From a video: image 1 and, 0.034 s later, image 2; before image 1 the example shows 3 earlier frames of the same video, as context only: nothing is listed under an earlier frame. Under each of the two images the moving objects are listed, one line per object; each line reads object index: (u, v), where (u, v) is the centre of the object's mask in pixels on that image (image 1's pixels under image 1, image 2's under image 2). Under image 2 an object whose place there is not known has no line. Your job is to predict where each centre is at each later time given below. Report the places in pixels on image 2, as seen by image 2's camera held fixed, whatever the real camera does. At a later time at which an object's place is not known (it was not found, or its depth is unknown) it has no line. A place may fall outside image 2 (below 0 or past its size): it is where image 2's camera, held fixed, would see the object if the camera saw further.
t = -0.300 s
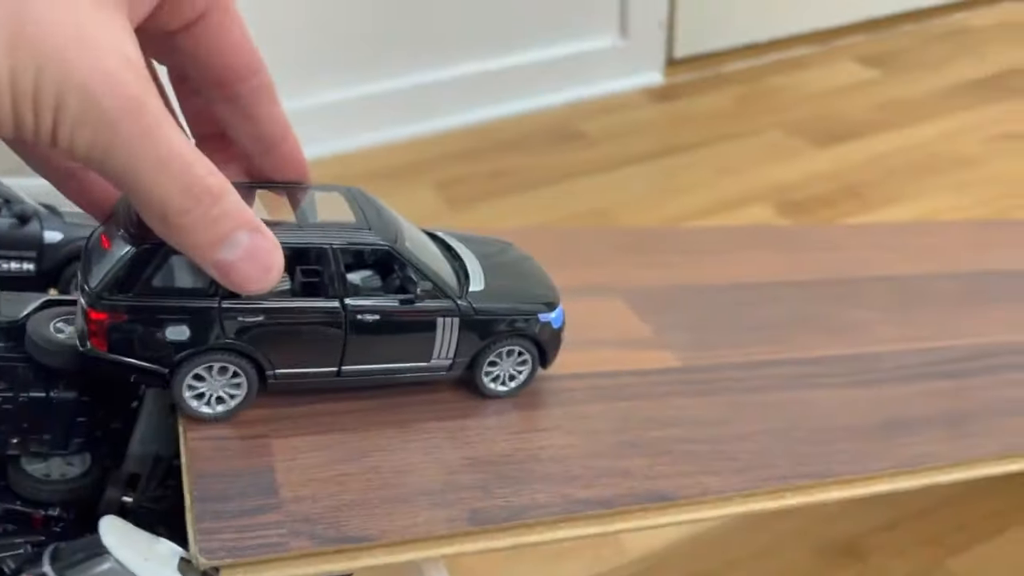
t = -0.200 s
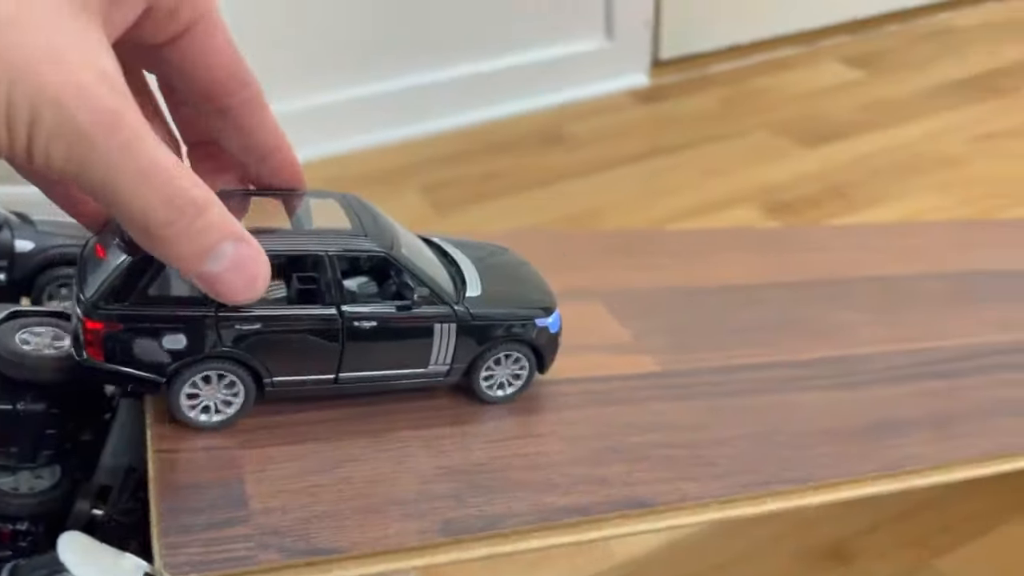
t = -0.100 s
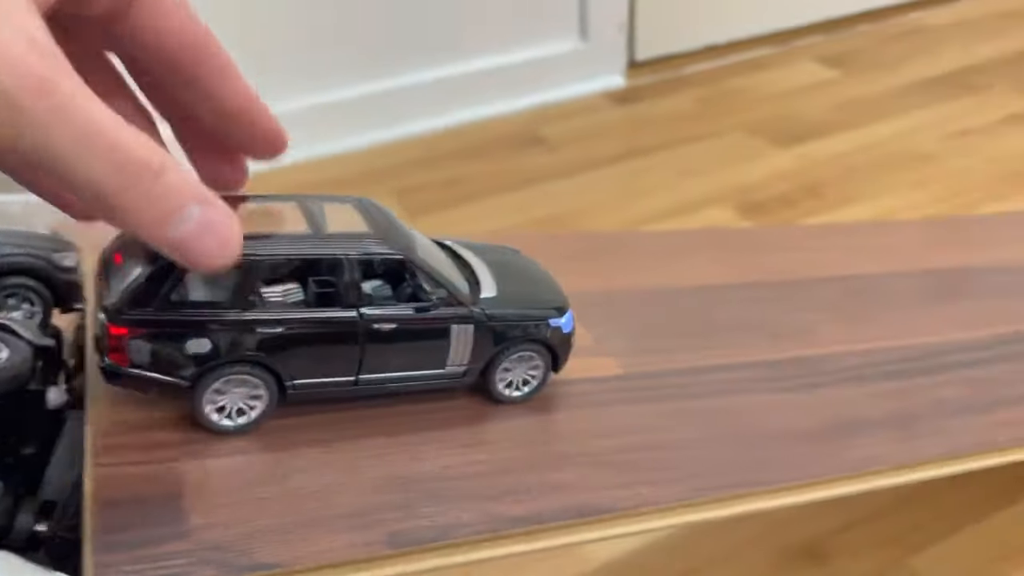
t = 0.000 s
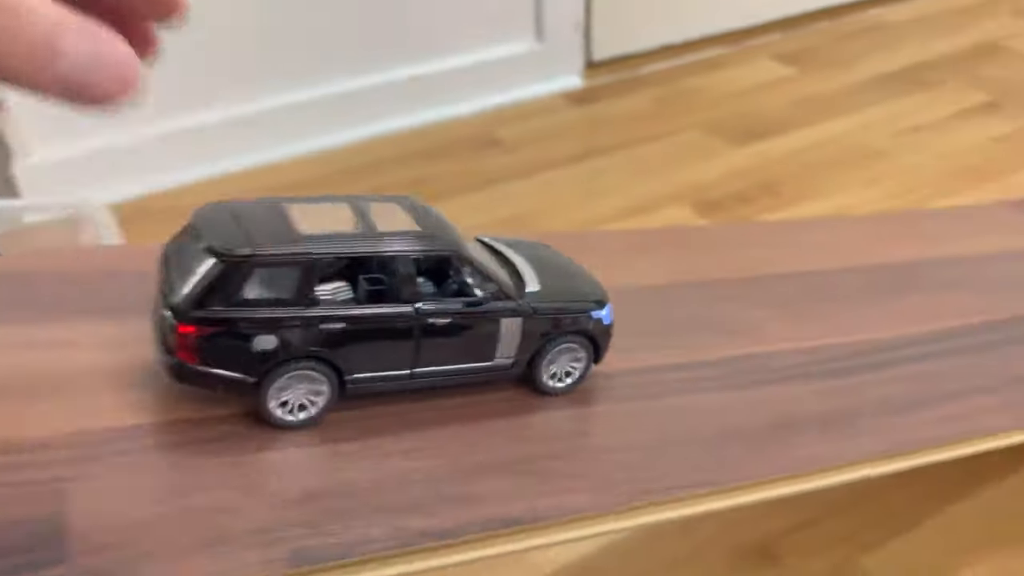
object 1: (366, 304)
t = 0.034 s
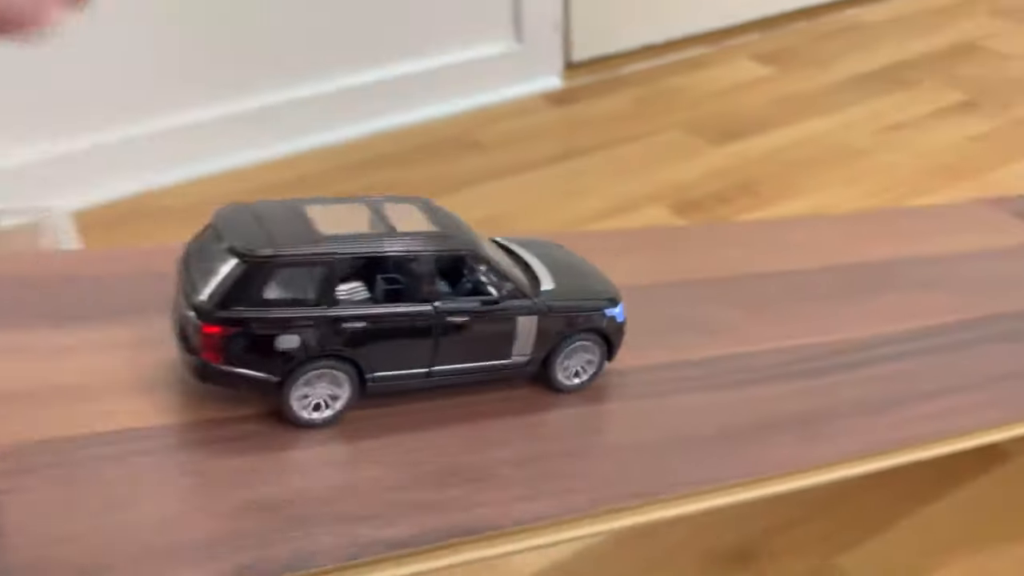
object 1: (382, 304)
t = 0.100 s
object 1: (456, 299)
